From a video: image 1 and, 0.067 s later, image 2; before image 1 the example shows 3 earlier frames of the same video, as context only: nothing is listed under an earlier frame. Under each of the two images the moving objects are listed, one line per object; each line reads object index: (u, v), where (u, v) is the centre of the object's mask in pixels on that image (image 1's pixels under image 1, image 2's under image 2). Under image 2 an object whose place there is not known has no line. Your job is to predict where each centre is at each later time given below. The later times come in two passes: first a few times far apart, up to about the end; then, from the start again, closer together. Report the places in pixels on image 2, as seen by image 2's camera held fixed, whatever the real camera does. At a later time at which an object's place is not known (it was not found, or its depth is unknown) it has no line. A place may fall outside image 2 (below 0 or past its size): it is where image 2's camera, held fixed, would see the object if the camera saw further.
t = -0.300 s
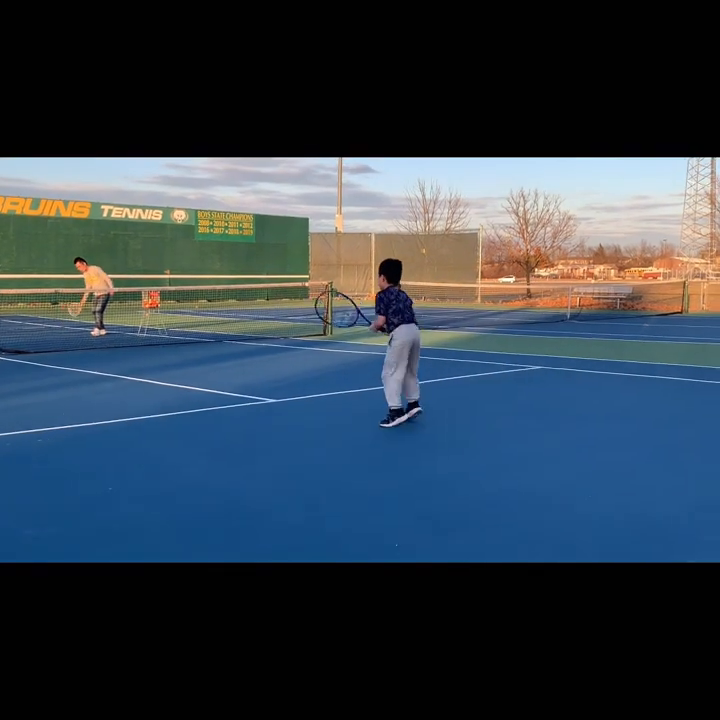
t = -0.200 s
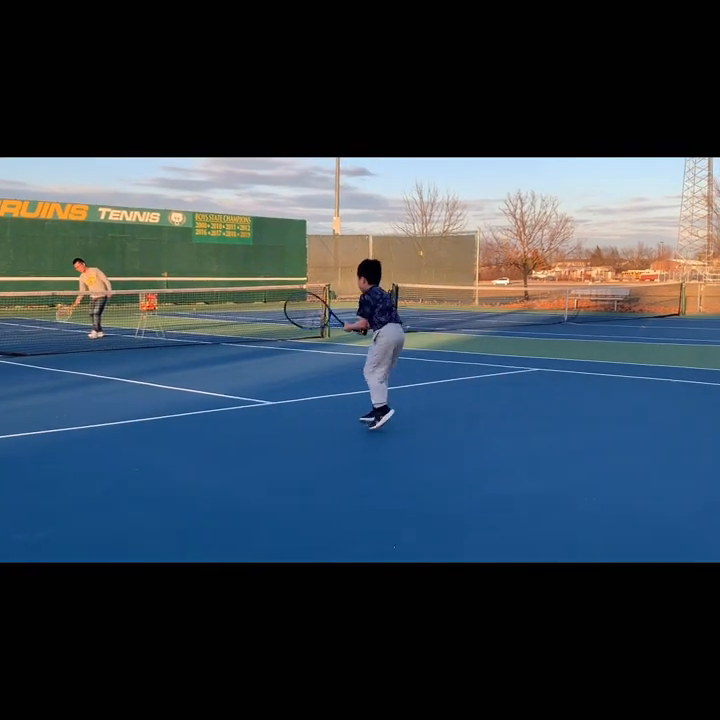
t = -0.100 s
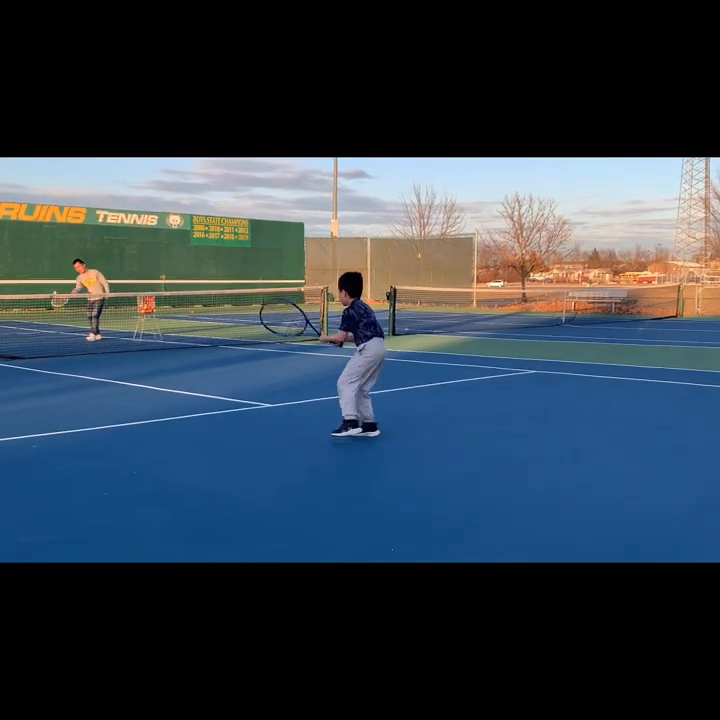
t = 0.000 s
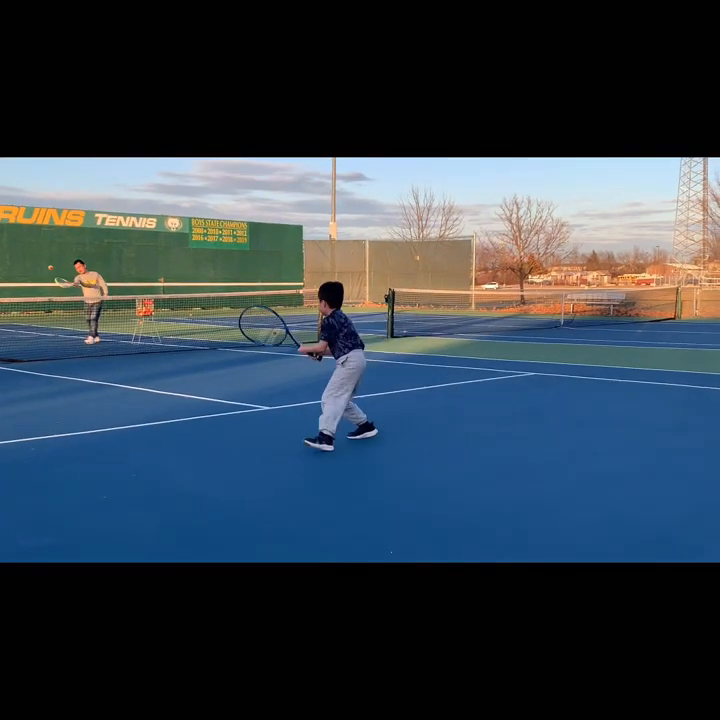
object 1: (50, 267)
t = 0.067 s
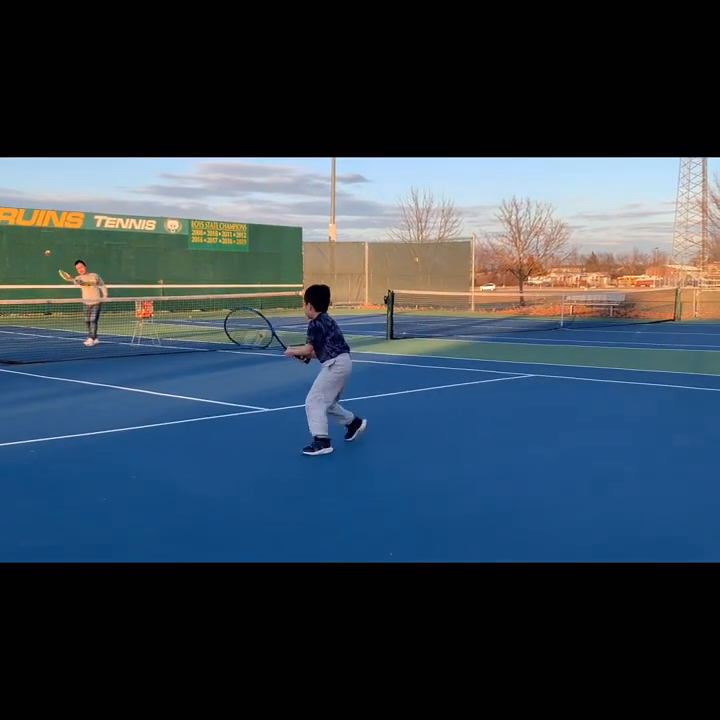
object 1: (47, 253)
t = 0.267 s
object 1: (42, 213)
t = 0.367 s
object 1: (38, 203)
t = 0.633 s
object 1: (33, 210)
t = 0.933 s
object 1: (30, 299)
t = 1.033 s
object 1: (29, 352)
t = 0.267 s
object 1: (42, 213)
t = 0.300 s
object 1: (41, 209)
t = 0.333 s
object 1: (39, 206)
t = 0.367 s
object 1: (38, 203)
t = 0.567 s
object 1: (33, 203)
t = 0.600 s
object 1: (33, 206)
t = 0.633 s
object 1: (33, 210)
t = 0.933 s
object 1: (30, 299)
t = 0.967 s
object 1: (29, 315)
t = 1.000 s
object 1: (30, 333)
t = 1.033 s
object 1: (29, 352)
